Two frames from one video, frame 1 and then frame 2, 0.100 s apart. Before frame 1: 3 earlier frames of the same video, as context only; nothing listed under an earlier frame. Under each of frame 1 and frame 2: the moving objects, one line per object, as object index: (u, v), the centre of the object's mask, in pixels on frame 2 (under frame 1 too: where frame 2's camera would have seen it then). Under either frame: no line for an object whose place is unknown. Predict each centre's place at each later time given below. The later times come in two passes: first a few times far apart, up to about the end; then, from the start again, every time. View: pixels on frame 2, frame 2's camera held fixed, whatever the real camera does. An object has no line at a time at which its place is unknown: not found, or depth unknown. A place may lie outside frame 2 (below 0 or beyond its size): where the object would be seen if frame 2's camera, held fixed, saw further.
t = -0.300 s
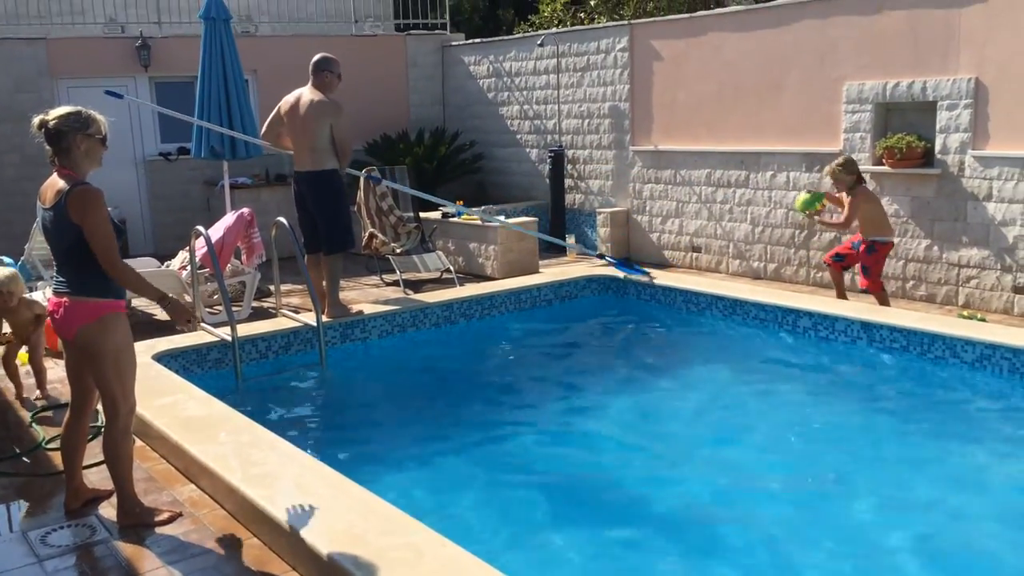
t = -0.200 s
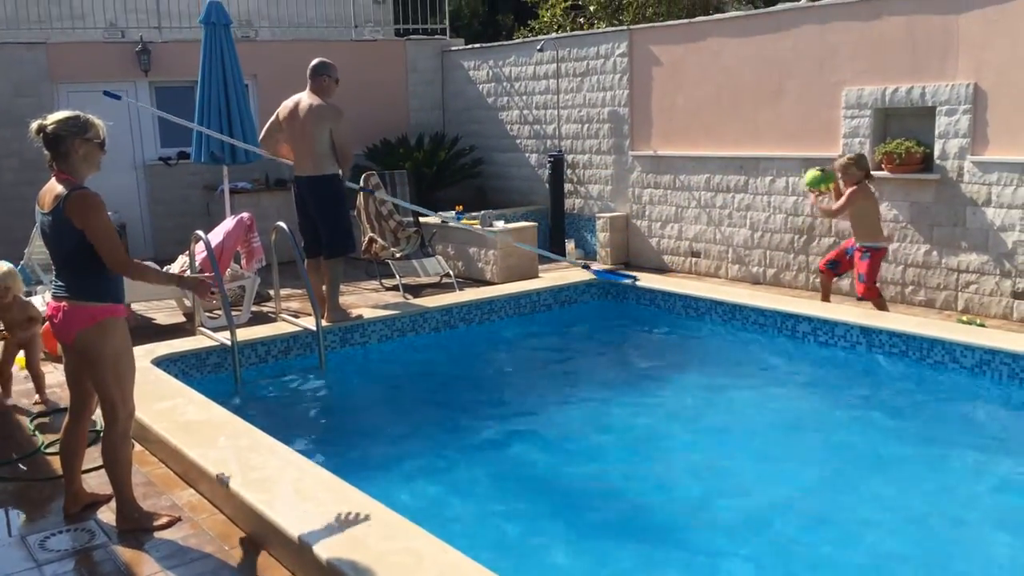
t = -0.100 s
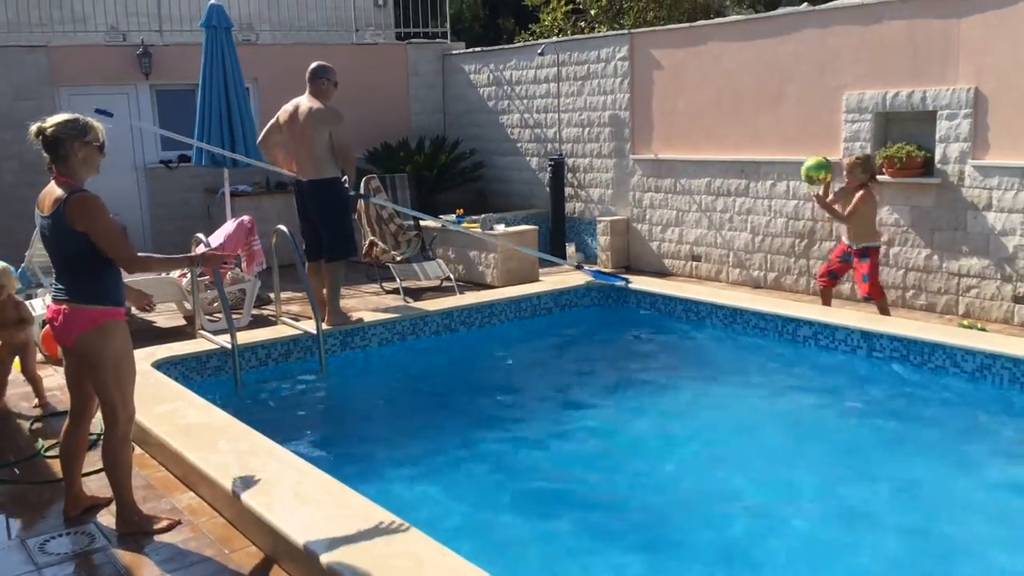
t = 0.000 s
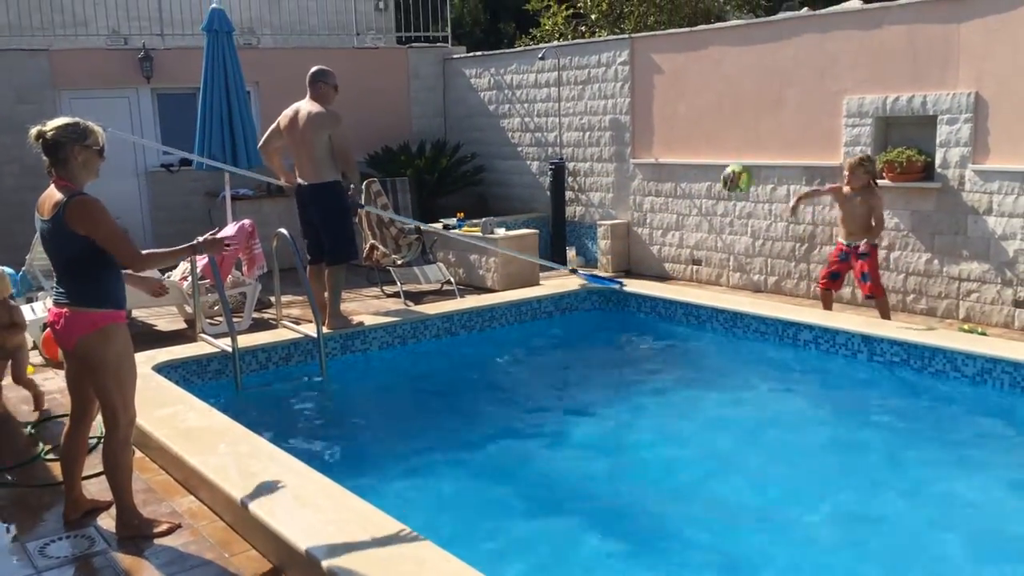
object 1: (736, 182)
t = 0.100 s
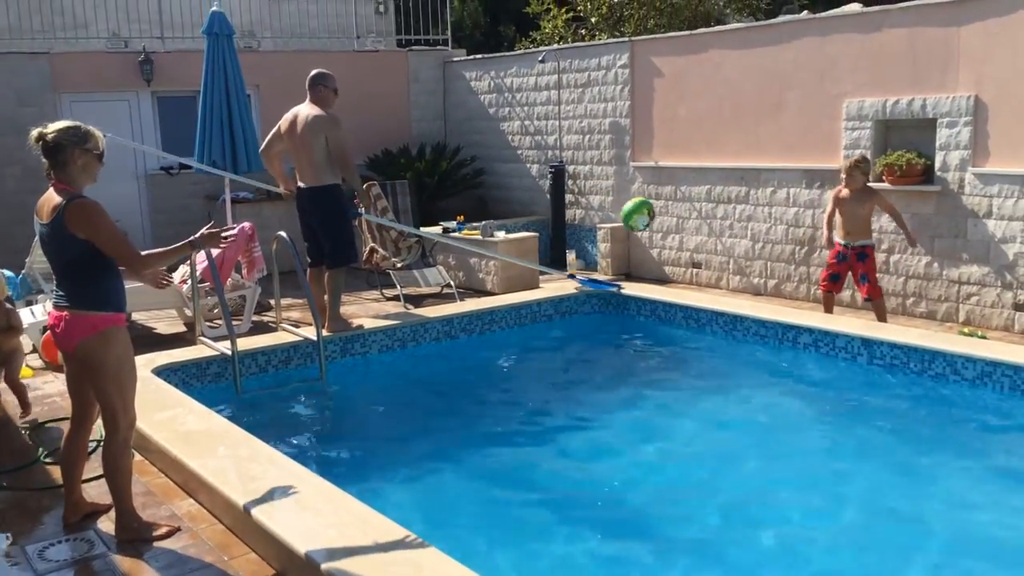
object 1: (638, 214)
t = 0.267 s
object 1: (460, 323)
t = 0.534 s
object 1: (294, 452)
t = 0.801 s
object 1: (287, 446)
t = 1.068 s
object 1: (281, 445)
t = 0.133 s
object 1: (603, 230)
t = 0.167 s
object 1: (569, 250)
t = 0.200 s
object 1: (534, 270)
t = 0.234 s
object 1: (497, 296)
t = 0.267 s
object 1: (460, 323)
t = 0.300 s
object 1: (419, 355)
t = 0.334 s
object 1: (378, 389)
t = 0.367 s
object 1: (337, 428)
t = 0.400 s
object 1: (308, 448)
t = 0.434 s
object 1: (304, 453)
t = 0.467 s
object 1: (300, 453)
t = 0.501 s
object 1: (296, 453)
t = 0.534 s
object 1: (294, 452)
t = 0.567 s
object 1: (290, 450)
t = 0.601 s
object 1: (285, 445)
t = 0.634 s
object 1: (278, 442)
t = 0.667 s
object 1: (281, 442)
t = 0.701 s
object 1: (283, 443)
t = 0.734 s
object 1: (285, 445)
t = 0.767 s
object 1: (287, 446)
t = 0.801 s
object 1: (287, 446)
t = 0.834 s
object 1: (286, 446)
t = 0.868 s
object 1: (285, 446)
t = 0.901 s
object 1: (284, 446)
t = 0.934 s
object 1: (283, 446)
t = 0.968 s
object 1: (283, 445)
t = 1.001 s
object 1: (280, 444)
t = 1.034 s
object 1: (280, 444)
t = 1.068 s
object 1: (281, 445)
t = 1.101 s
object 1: (283, 445)
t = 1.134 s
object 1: (284, 445)
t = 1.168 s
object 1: (286, 445)
